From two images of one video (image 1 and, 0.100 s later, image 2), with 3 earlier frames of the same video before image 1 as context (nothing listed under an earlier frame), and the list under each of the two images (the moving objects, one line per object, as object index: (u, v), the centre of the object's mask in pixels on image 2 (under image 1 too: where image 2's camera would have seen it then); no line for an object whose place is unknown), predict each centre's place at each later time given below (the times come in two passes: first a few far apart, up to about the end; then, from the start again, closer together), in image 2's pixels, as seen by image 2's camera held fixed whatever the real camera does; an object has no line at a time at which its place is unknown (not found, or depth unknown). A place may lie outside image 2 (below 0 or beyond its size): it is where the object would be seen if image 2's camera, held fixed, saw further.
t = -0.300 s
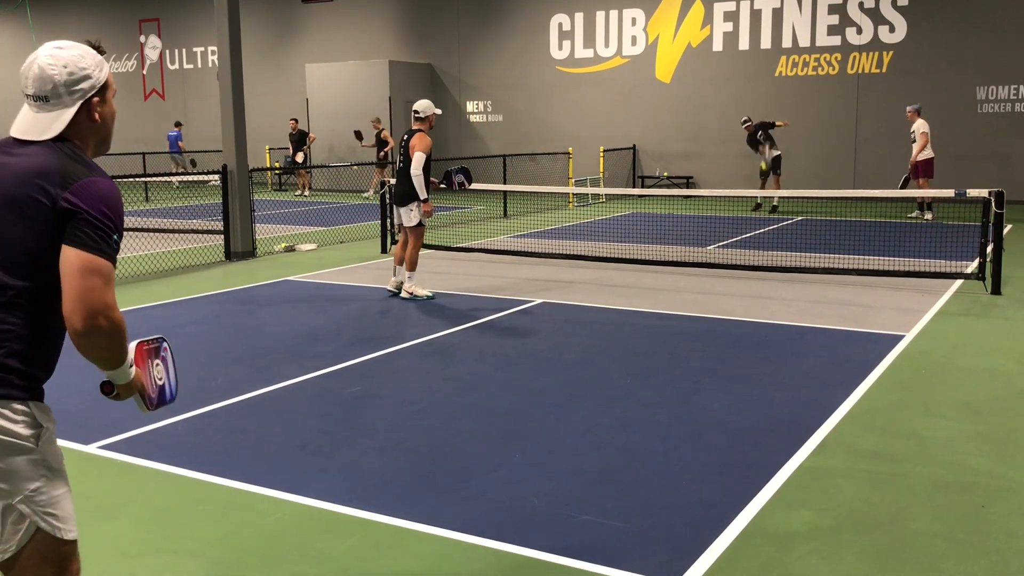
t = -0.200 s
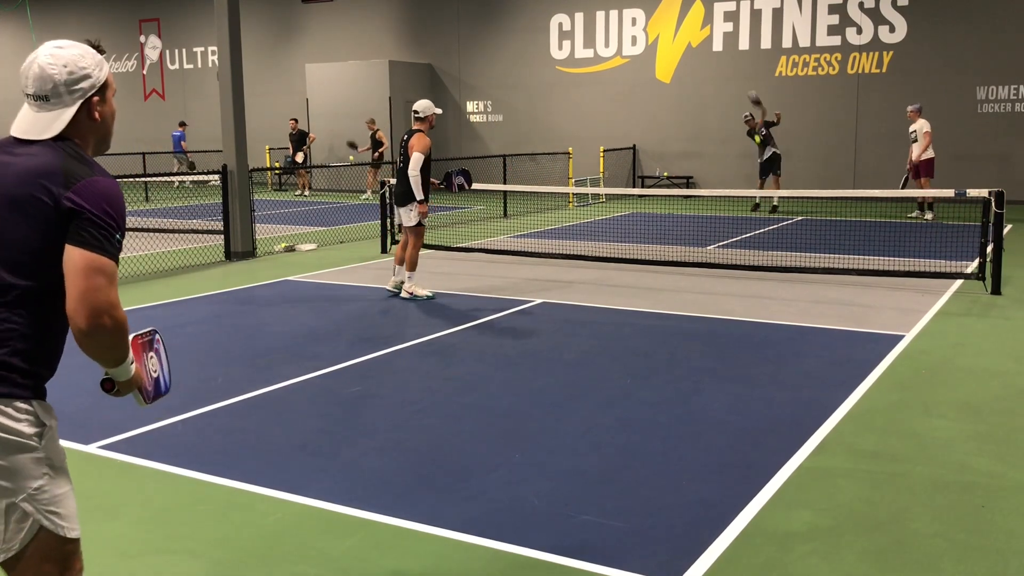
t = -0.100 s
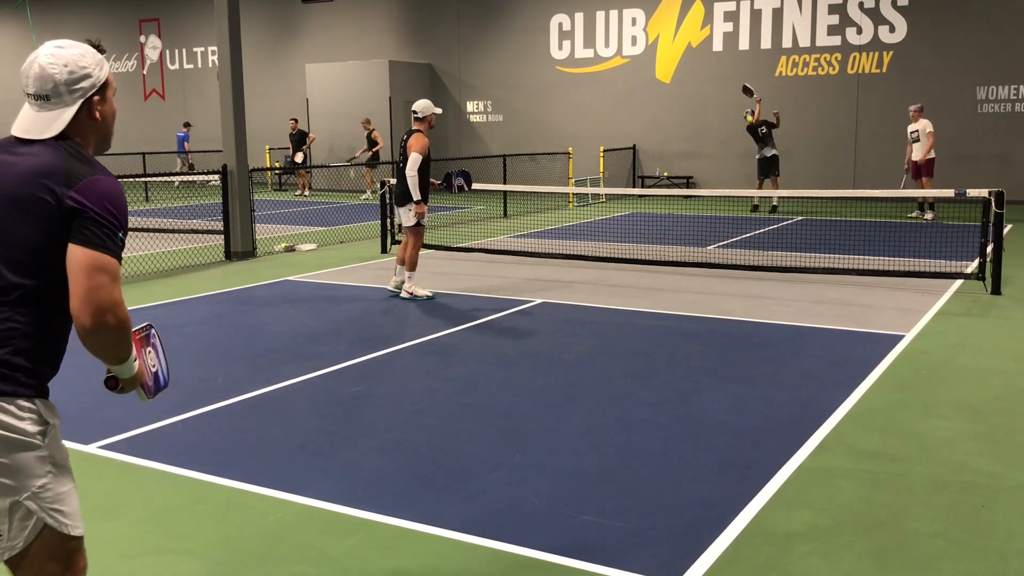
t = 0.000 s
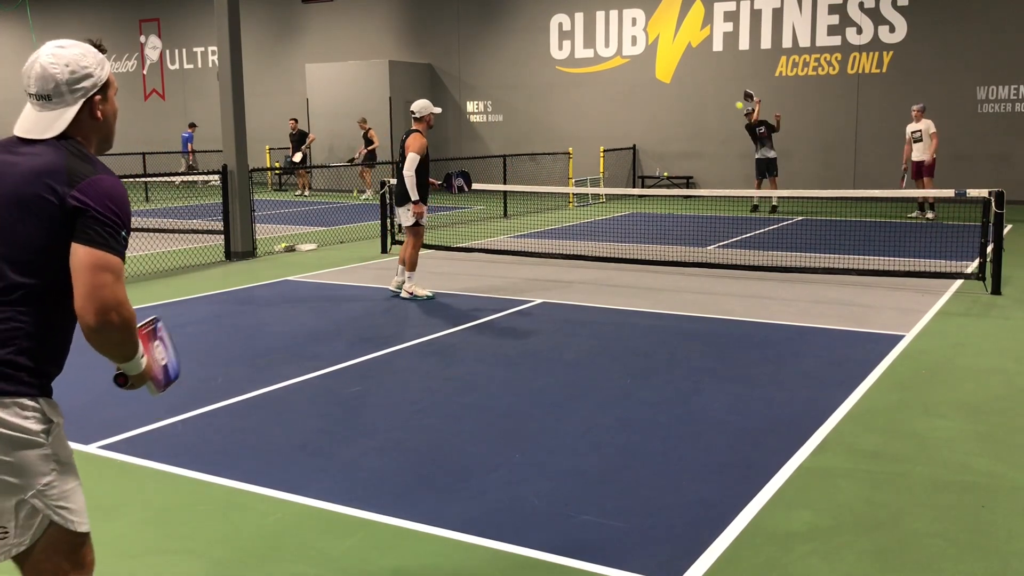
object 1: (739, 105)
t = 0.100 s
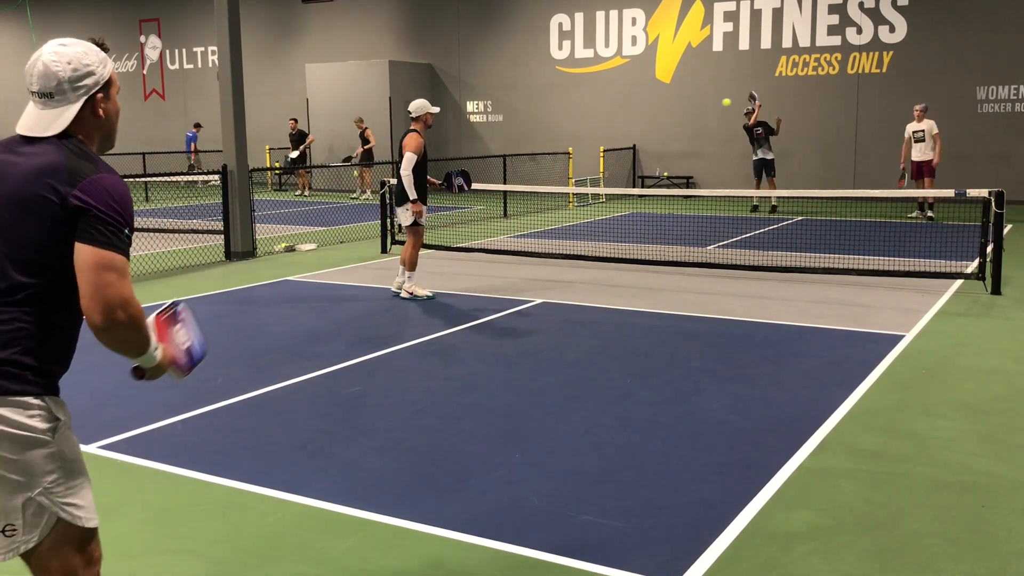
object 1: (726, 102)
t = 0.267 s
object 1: (697, 126)
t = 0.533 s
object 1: (618, 291)
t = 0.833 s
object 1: (526, 317)
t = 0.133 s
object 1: (721, 104)
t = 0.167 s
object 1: (716, 107)
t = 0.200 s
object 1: (710, 111)
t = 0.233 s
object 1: (704, 117)
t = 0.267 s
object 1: (697, 126)
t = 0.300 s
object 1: (690, 136)
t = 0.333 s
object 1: (682, 149)
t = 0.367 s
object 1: (673, 165)
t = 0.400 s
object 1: (664, 181)
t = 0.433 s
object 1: (654, 204)
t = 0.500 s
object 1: (631, 258)
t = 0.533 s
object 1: (618, 291)
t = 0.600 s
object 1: (590, 369)
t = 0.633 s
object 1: (580, 374)
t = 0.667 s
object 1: (573, 360)
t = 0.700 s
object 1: (565, 348)
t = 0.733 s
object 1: (557, 338)
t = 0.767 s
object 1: (547, 329)
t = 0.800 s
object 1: (537, 322)
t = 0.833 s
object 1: (526, 317)
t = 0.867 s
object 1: (513, 315)
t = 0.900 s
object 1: (499, 315)
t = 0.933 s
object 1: (483, 320)
